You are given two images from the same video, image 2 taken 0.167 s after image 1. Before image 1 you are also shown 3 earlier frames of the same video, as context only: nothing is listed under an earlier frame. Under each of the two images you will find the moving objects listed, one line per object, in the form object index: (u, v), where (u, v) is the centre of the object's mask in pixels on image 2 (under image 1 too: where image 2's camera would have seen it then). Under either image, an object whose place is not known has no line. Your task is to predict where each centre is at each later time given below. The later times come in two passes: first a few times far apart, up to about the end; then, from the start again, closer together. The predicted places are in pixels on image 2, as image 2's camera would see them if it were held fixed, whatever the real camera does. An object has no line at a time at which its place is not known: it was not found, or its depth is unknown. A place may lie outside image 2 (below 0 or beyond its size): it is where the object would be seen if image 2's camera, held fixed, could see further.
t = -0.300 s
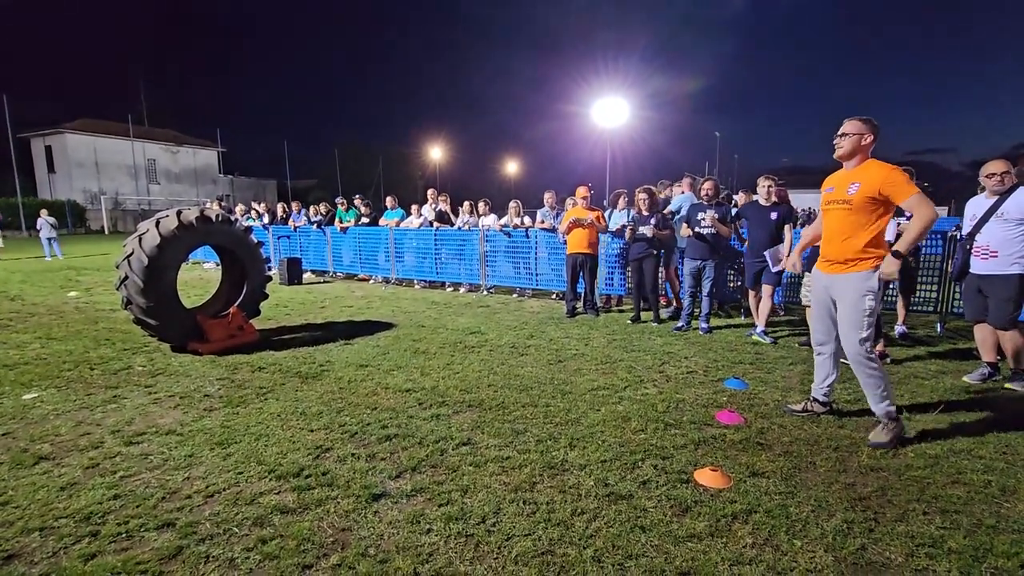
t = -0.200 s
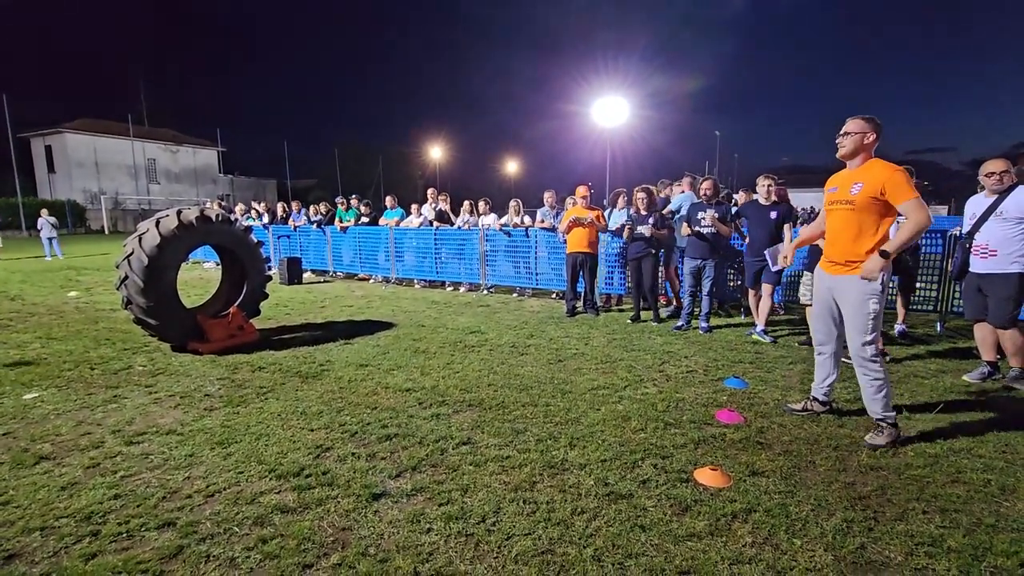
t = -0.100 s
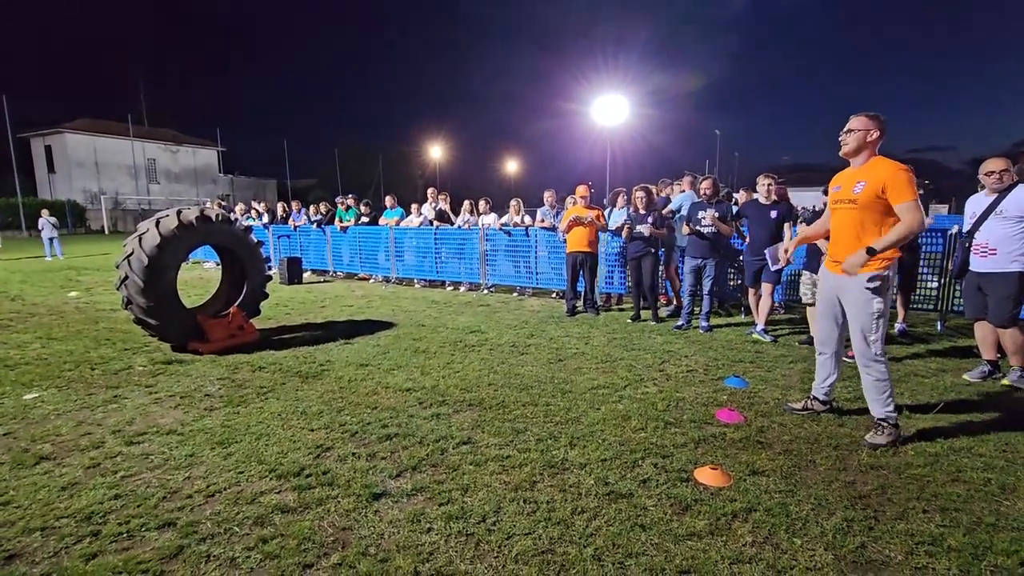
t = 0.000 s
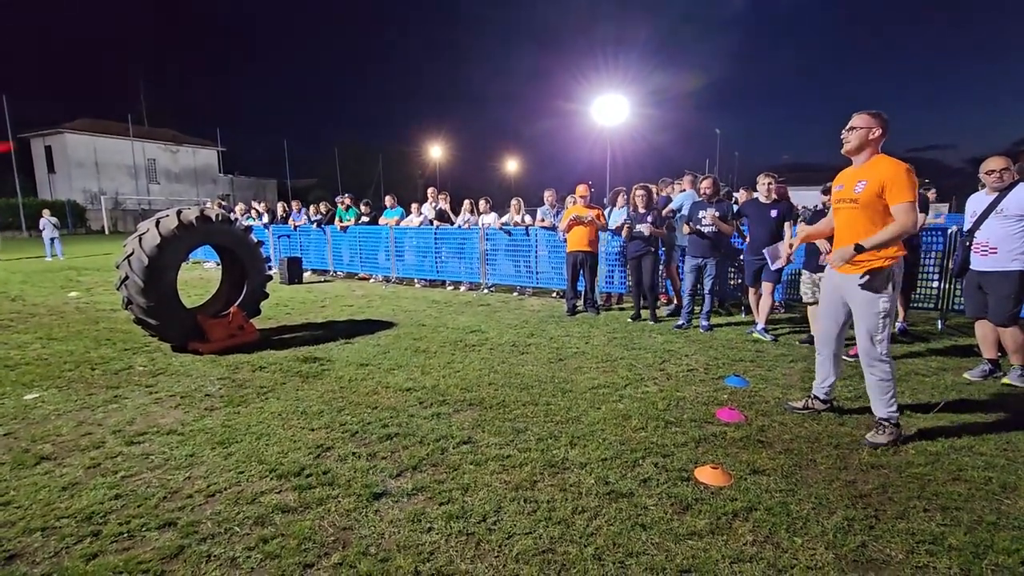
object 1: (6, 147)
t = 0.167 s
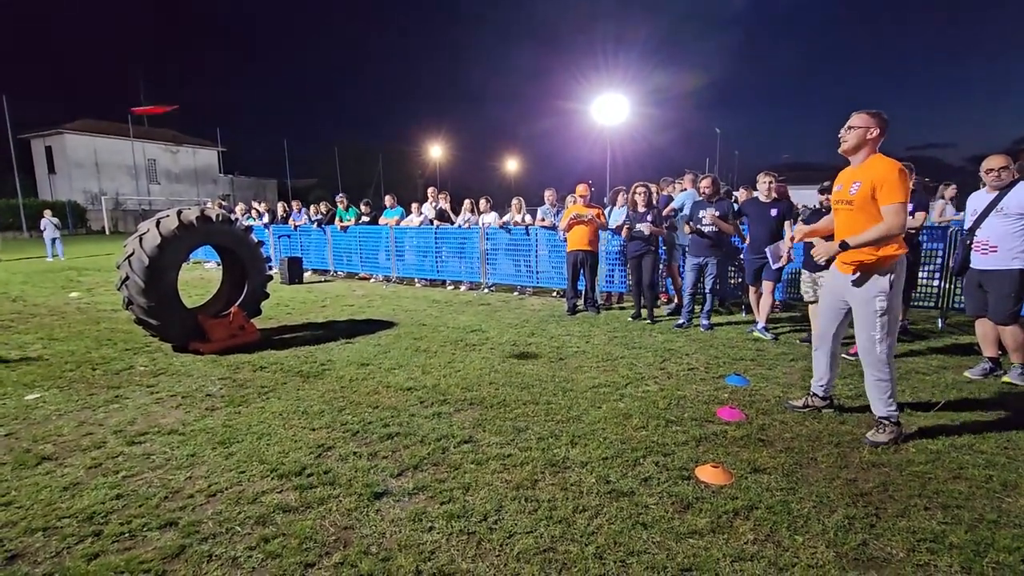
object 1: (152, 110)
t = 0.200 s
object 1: (187, 103)
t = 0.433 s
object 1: (410, 75)
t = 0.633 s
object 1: (595, 58)
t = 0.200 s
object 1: (187, 103)
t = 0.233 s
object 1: (217, 97)
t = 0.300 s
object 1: (284, 89)
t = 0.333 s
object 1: (313, 85)
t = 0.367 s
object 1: (346, 82)
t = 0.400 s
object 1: (379, 79)
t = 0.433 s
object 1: (410, 75)
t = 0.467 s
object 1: (441, 72)
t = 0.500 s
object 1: (473, 69)
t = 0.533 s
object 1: (503, 66)
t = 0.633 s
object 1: (595, 58)
